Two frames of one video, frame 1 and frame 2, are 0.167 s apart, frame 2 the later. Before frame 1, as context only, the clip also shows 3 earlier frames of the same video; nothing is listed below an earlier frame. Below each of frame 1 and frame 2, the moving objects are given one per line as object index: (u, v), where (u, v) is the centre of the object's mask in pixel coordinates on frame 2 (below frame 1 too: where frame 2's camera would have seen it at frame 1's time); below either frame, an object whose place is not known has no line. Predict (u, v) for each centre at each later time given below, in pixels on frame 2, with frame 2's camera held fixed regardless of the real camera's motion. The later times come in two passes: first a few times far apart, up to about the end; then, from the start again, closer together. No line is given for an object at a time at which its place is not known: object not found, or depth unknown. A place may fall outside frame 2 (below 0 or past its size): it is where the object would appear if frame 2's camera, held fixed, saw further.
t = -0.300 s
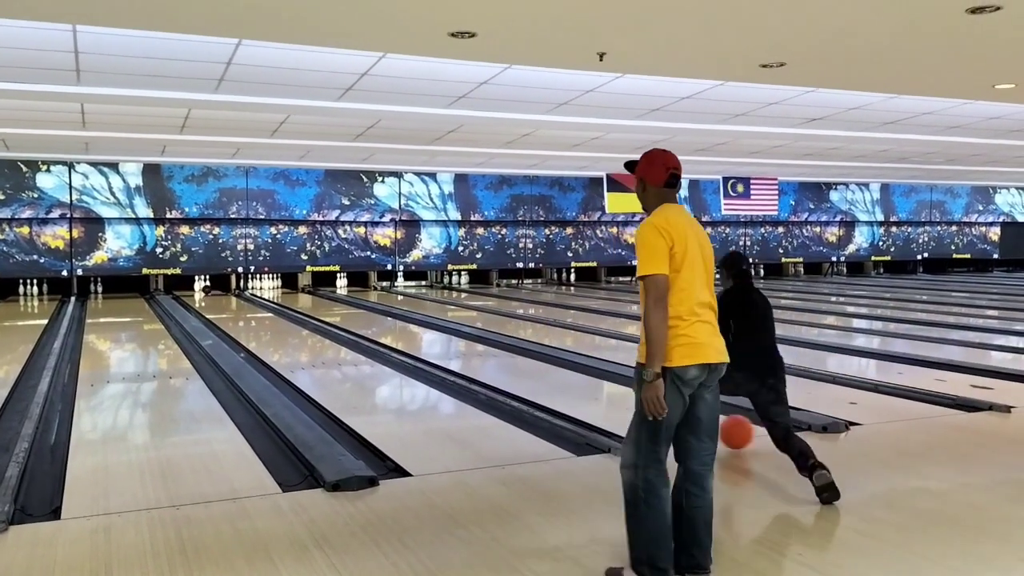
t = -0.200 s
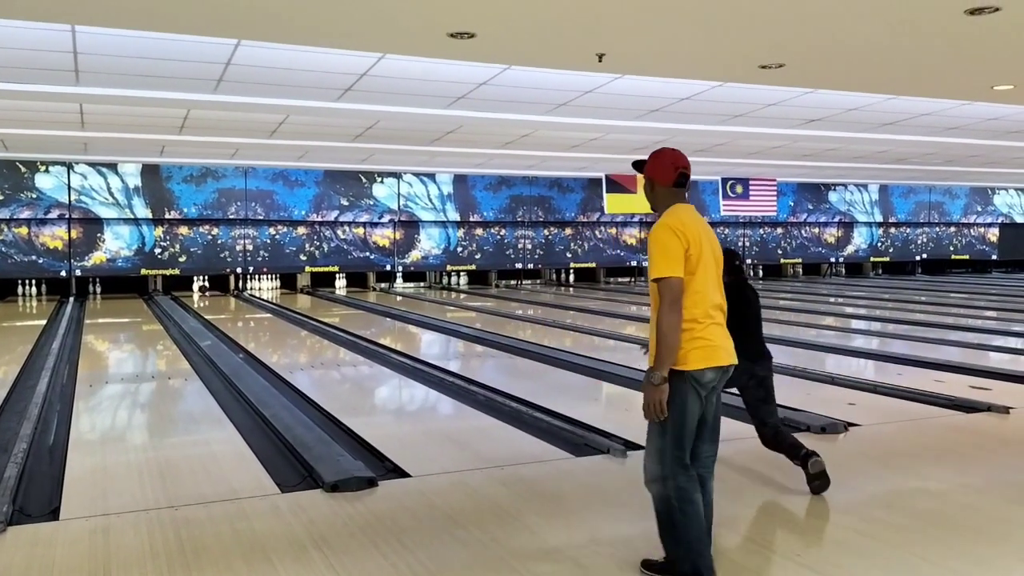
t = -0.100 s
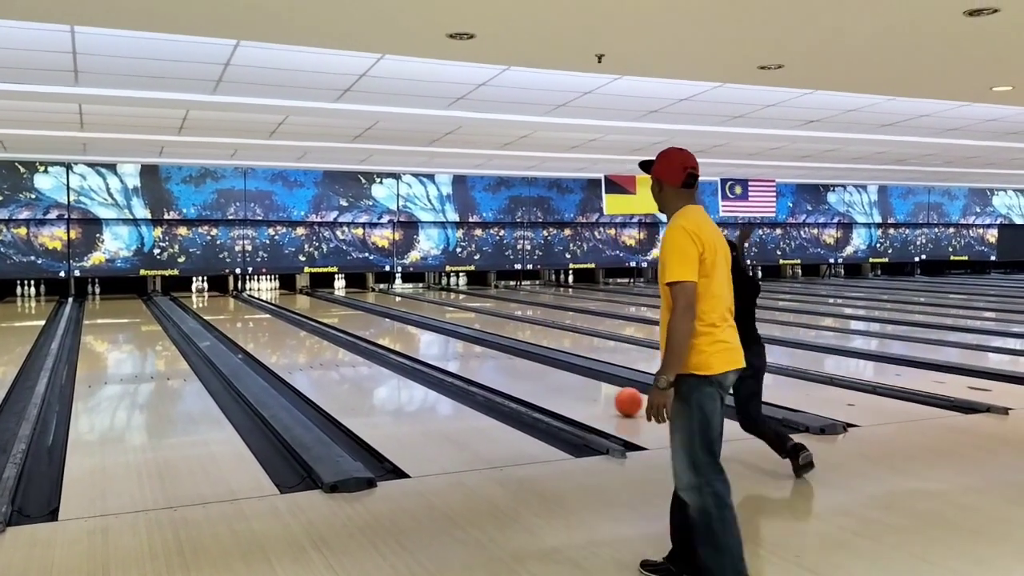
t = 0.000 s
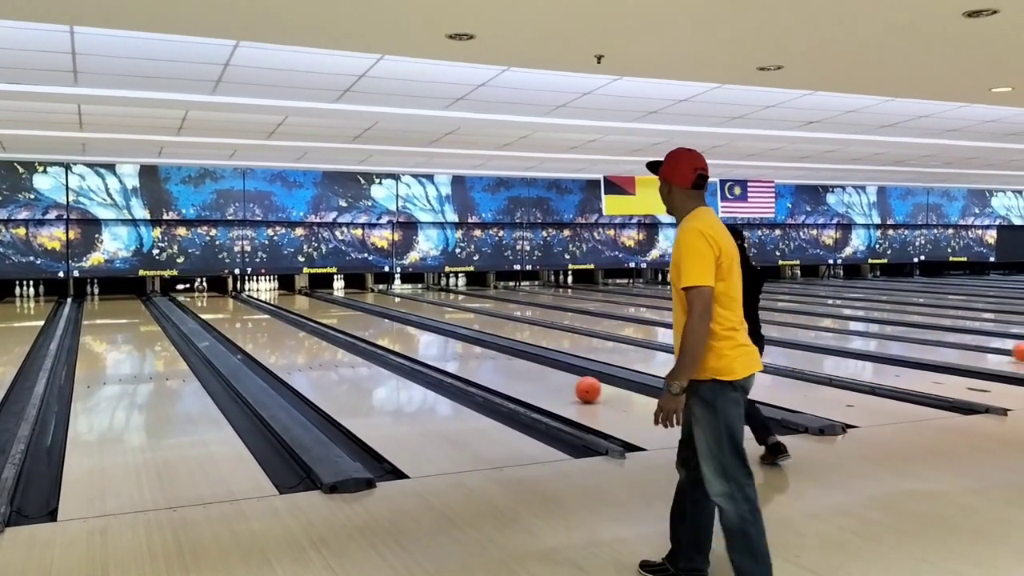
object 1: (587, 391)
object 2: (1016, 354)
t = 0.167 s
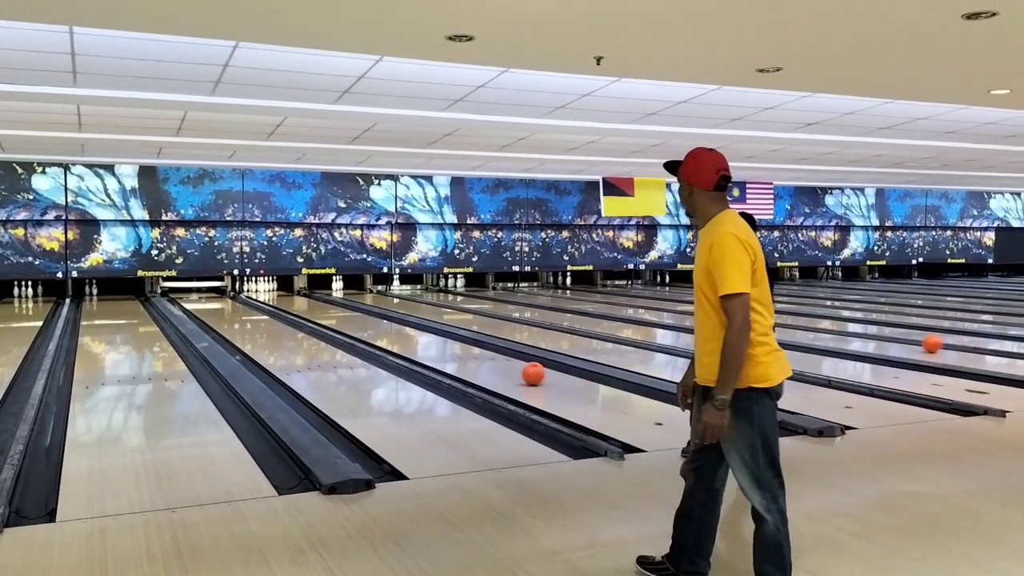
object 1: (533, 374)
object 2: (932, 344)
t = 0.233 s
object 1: (515, 368)
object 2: (901, 340)
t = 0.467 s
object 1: (463, 351)
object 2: (812, 328)
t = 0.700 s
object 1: (423, 338)
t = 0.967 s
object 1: (387, 327)
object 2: (673, 311)
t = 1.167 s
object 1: (366, 320)
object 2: (633, 306)
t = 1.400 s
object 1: (345, 313)
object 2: (595, 301)
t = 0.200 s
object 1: (524, 371)
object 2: (916, 342)
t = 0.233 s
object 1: (515, 368)
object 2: (901, 340)
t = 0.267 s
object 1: (506, 365)
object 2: (886, 338)
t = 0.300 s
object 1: (499, 362)
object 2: (873, 336)
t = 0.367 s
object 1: (483, 357)
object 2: (845, 333)
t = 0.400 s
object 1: (476, 355)
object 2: (832, 331)
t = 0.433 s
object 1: (470, 353)
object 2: (820, 330)
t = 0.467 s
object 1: (463, 351)
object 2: (812, 328)
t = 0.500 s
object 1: (457, 349)
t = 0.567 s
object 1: (444, 345)
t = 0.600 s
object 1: (439, 343)
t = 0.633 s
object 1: (434, 342)
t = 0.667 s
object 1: (428, 340)
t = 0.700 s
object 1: (423, 338)
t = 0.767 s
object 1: (413, 335)
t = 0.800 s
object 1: (408, 333)
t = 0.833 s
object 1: (404, 332)
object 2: (700, 315)
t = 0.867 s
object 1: (400, 330)
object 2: (695, 314)
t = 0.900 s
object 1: (395, 329)
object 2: (687, 313)
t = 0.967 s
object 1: (387, 327)
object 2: (673, 311)
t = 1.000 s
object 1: (384, 325)
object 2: (666, 310)
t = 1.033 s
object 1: (380, 324)
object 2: (659, 309)
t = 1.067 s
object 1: (376, 323)
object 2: (652, 308)
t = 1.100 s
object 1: (373, 322)
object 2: (646, 307)
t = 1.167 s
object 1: (366, 320)
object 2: (633, 306)
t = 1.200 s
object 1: (363, 319)
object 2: (627, 305)
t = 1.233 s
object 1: (361, 318)
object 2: (622, 304)
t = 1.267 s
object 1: (357, 317)
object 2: (616, 304)
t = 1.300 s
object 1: (354, 316)
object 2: (610, 303)
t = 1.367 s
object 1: (348, 314)
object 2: (600, 301)
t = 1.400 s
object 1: (345, 313)
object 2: (595, 301)
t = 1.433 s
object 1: (343, 313)
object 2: (590, 300)
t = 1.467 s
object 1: (340, 312)
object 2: (585, 299)
